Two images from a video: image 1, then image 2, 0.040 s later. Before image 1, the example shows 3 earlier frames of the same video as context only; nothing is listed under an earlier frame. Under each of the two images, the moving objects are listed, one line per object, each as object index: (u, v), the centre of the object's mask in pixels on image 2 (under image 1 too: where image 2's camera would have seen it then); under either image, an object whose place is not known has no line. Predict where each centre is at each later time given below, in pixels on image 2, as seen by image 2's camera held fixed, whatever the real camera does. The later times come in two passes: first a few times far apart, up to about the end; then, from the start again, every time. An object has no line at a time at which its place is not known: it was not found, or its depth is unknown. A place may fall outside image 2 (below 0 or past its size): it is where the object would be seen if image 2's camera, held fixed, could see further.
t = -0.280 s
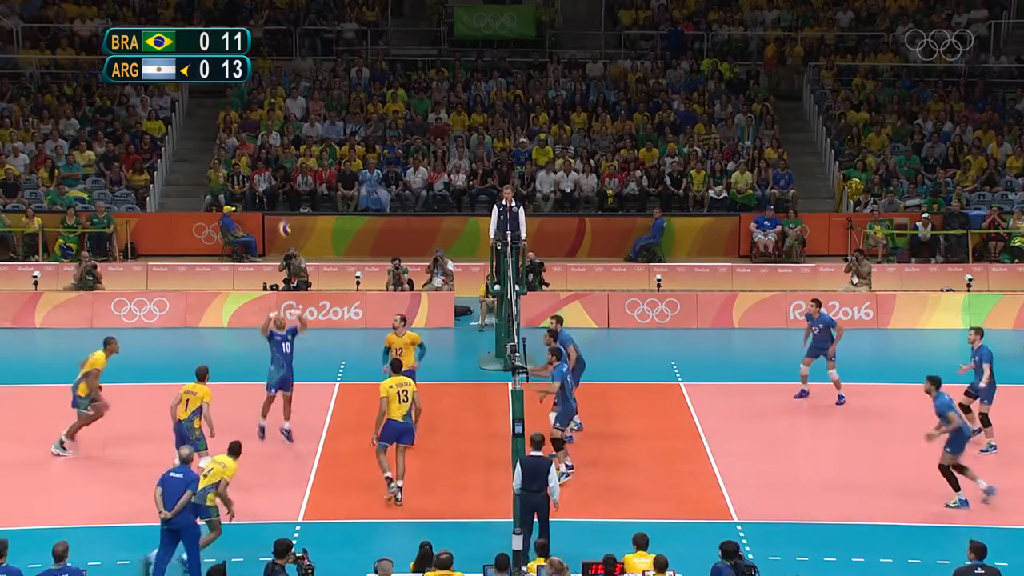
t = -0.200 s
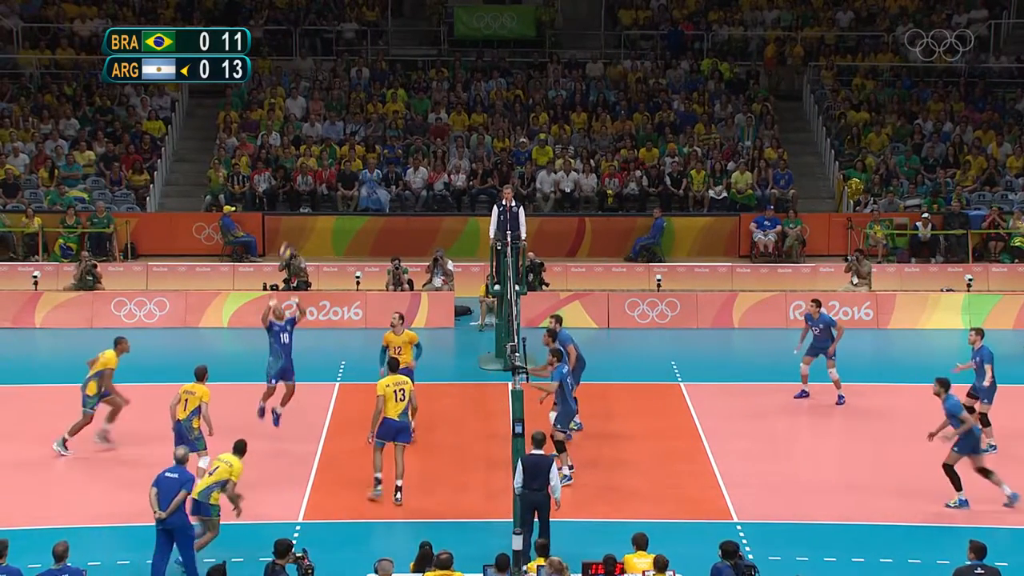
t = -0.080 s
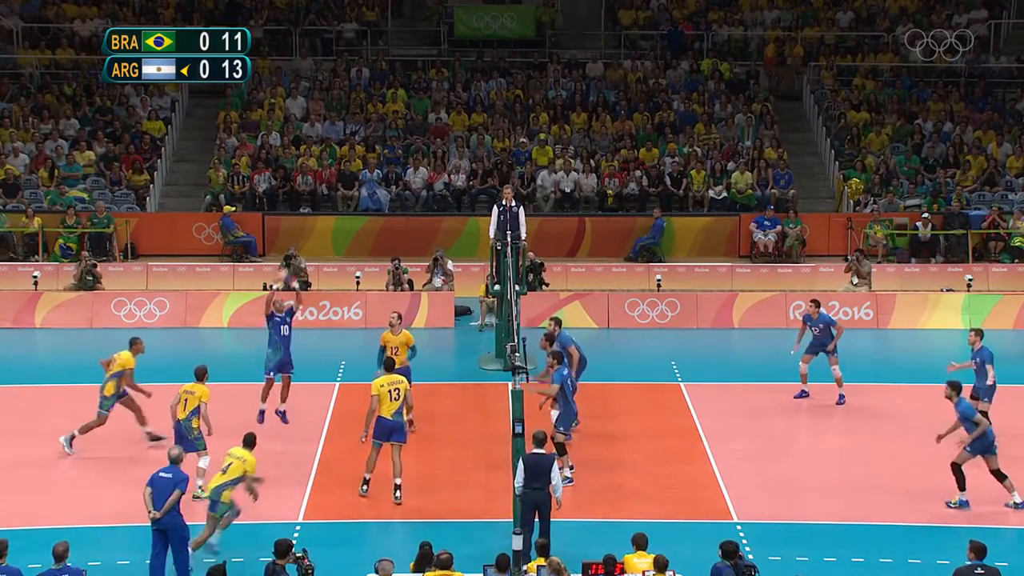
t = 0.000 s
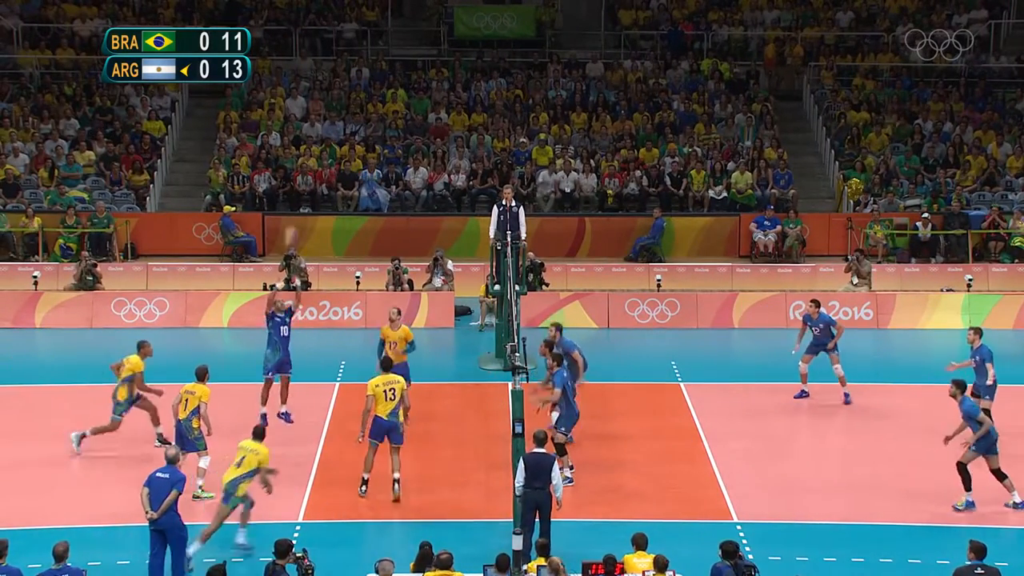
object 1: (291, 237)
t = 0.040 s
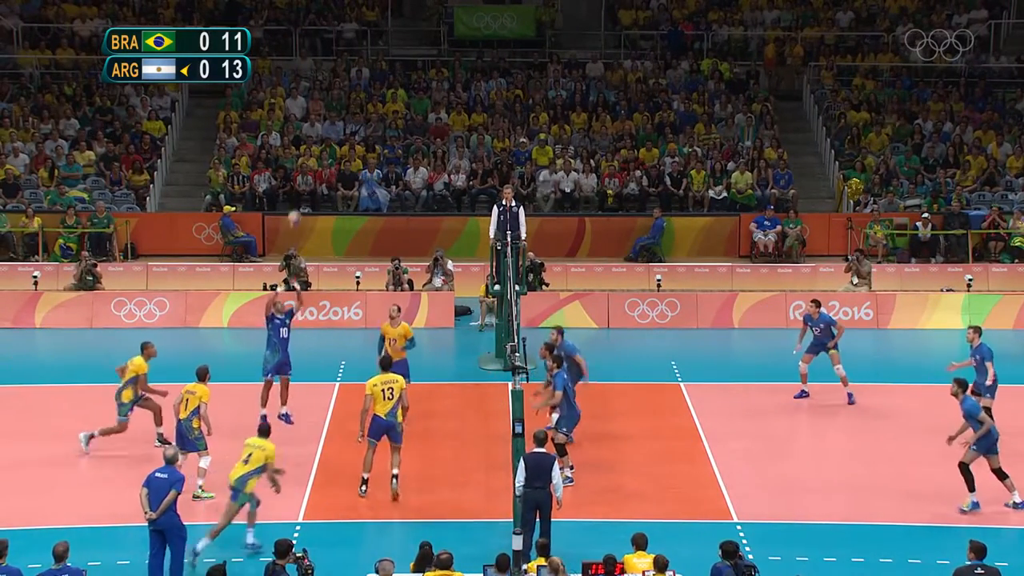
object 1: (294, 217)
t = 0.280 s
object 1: (316, 129)
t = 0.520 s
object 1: (339, 81)
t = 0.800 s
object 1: (366, 74)
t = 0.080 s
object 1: (297, 199)
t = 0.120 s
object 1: (300, 184)
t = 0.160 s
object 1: (304, 169)
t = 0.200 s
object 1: (310, 154)
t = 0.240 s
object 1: (313, 140)
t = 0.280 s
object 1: (316, 129)
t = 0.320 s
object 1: (321, 117)
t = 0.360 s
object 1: (324, 109)
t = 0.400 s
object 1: (328, 100)
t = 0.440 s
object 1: (331, 93)
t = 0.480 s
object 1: (335, 86)
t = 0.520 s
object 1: (339, 81)
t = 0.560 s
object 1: (342, 77)
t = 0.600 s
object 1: (347, 73)
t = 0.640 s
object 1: (350, 72)
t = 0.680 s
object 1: (354, 71)
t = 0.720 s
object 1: (359, 71)
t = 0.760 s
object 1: (362, 72)
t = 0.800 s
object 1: (366, 74)
